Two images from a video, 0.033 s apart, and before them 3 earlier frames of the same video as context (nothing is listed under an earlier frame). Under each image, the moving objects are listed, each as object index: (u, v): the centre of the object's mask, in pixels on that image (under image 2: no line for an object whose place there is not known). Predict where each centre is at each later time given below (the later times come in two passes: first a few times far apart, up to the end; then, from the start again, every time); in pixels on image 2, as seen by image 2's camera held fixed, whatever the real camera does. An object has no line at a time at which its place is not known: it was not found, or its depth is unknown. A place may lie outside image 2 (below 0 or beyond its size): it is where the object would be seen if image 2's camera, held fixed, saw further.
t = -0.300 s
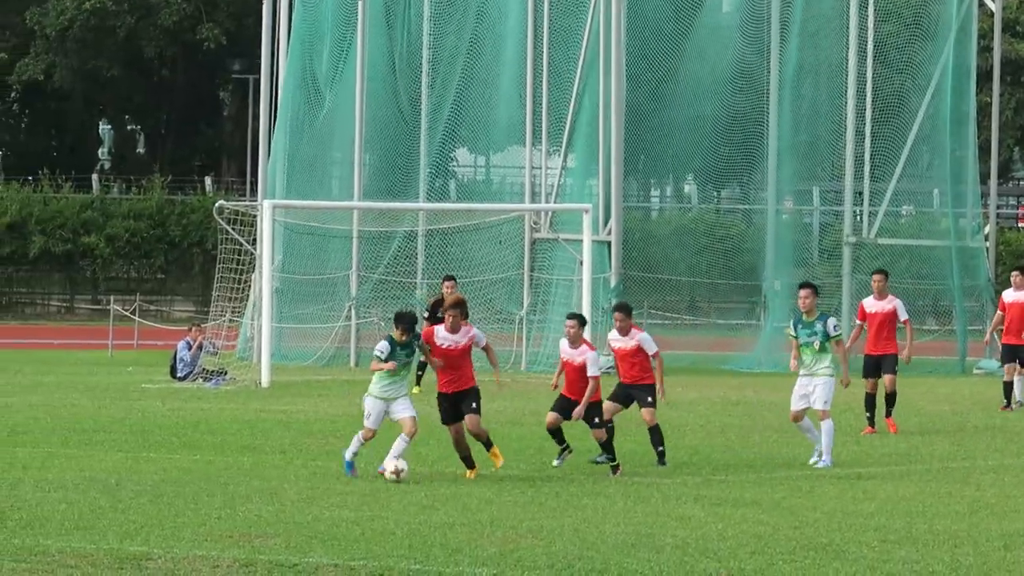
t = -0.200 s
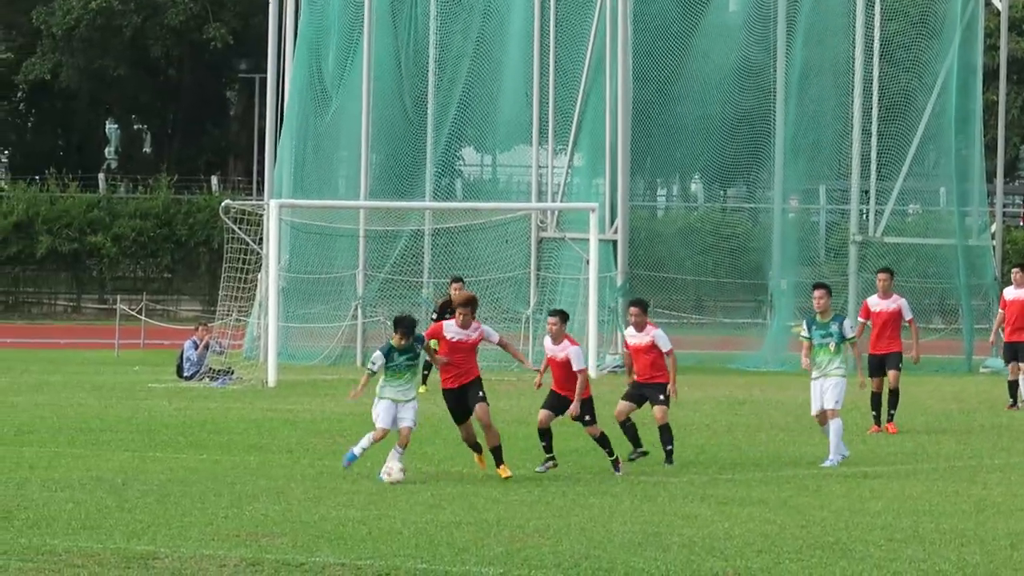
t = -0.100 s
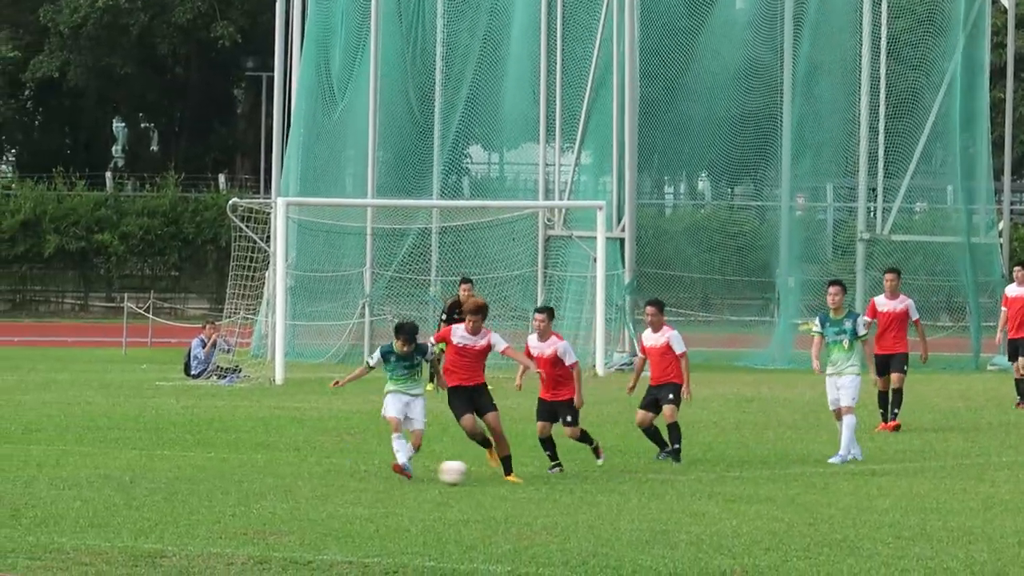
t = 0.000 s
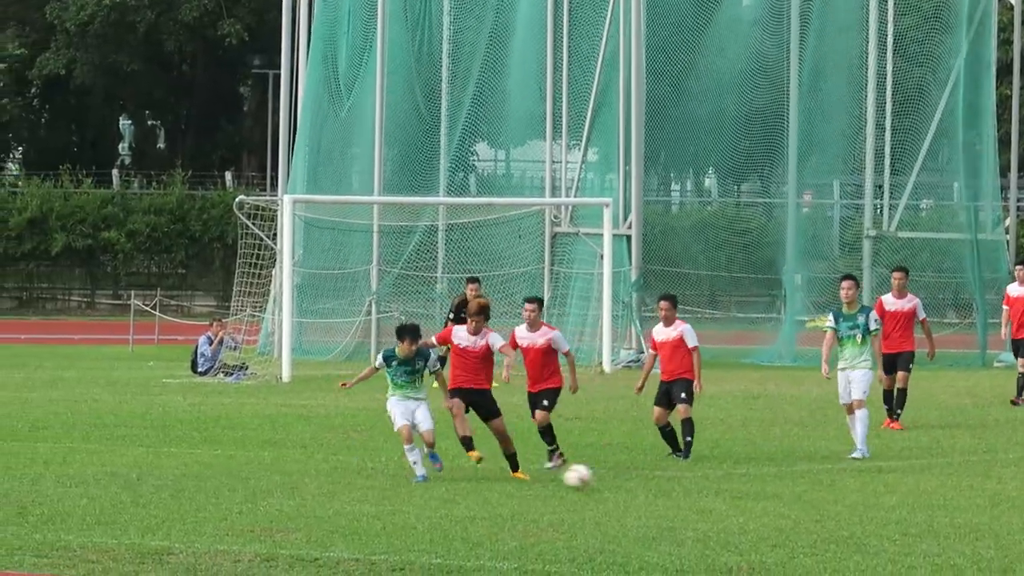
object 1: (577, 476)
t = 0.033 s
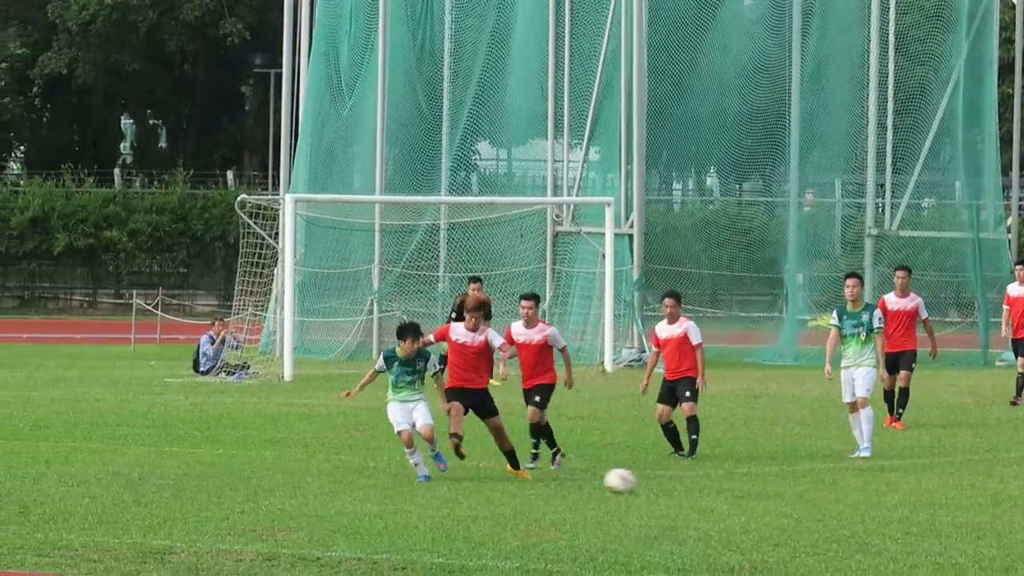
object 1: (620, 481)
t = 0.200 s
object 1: (802, 486)
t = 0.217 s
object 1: (820, 488)
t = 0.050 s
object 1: (639, 483)
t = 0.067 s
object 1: (659, 485)
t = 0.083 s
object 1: (678, 487)
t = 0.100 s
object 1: (696, 487)
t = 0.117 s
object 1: (713, 486)
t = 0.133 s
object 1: (730, 485)
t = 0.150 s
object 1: (749, 485)
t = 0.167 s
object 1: (766, 485)
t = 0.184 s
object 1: (784, 486)
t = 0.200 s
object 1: (802, 486)
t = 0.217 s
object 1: (820, 488)
